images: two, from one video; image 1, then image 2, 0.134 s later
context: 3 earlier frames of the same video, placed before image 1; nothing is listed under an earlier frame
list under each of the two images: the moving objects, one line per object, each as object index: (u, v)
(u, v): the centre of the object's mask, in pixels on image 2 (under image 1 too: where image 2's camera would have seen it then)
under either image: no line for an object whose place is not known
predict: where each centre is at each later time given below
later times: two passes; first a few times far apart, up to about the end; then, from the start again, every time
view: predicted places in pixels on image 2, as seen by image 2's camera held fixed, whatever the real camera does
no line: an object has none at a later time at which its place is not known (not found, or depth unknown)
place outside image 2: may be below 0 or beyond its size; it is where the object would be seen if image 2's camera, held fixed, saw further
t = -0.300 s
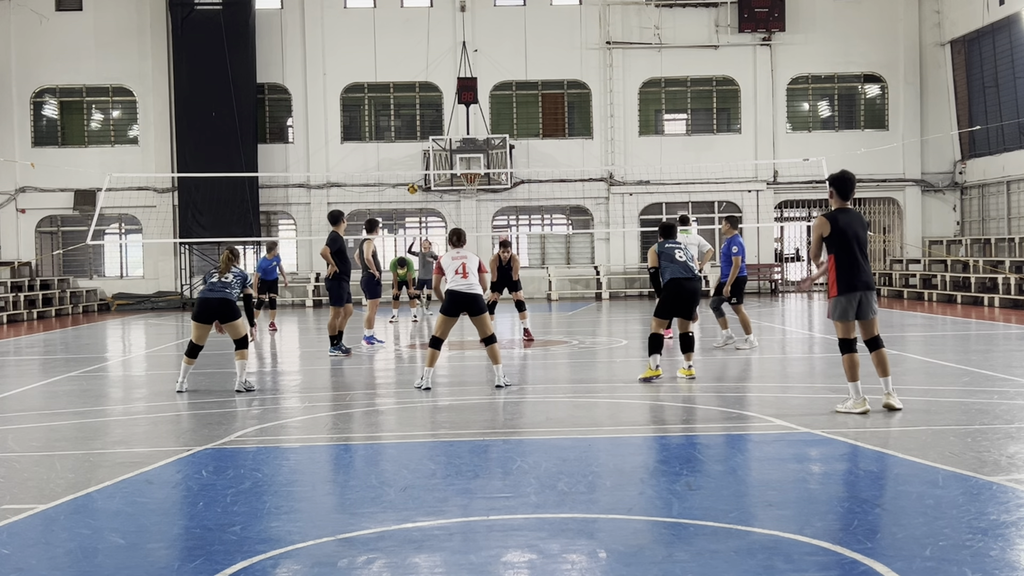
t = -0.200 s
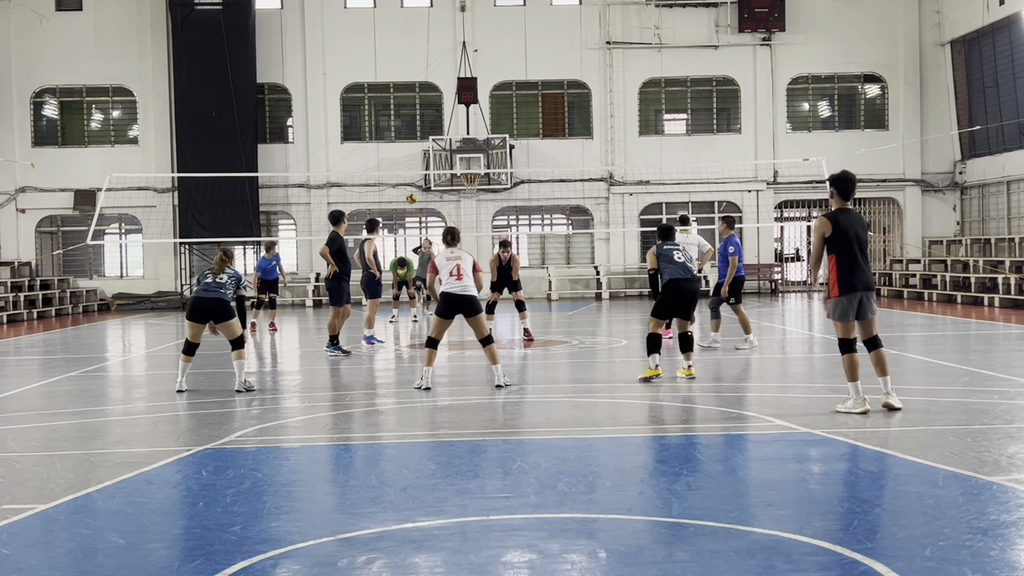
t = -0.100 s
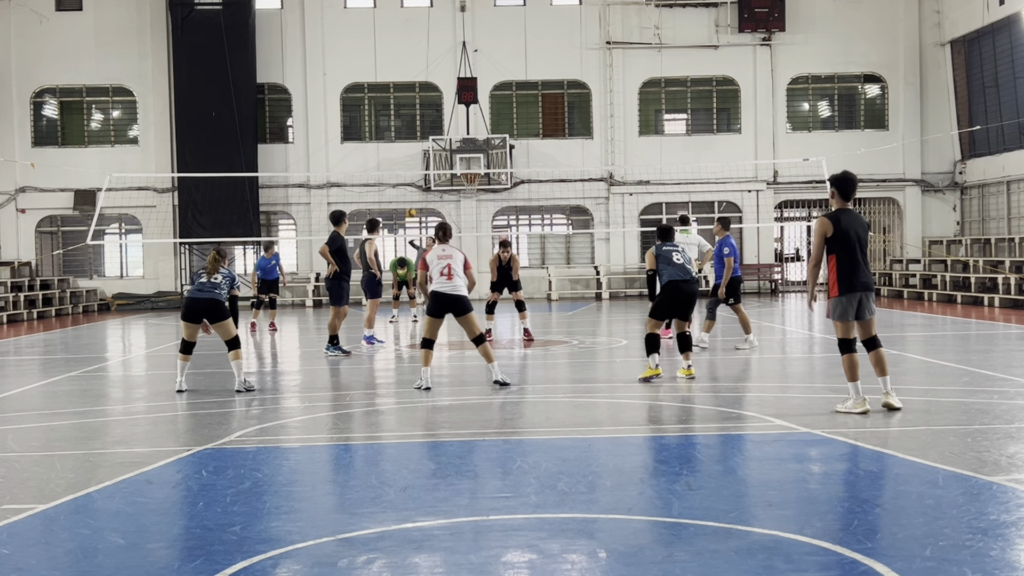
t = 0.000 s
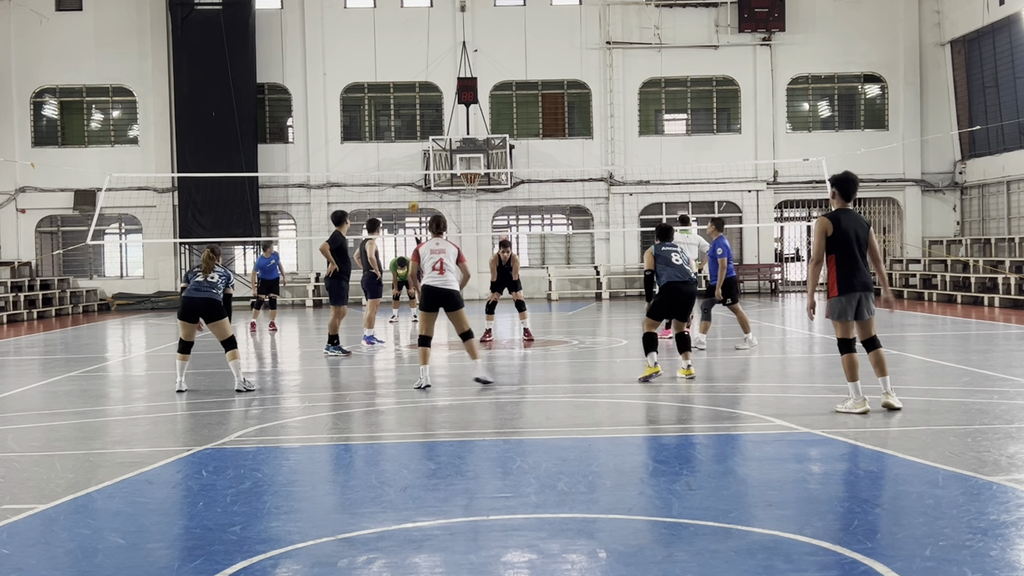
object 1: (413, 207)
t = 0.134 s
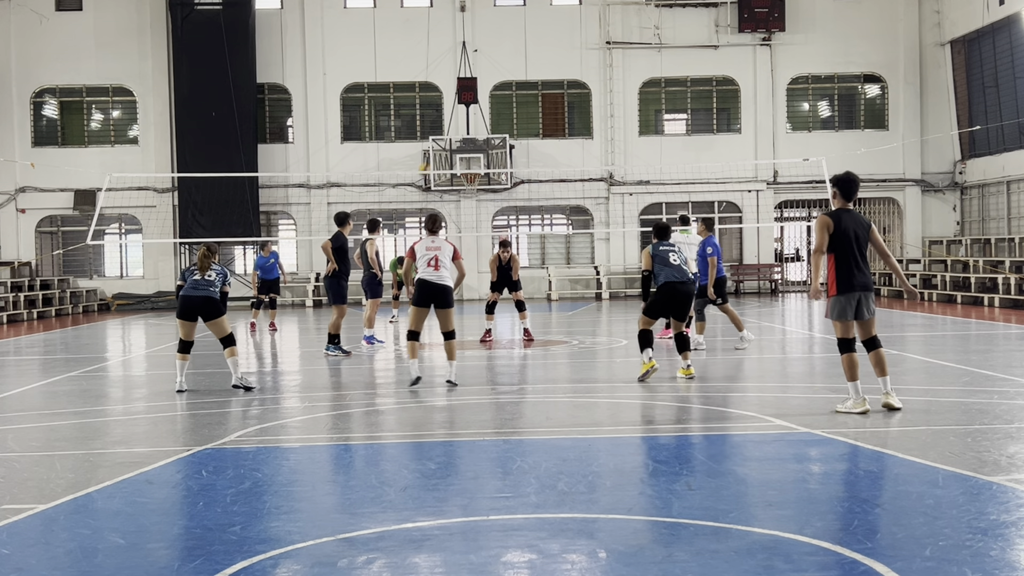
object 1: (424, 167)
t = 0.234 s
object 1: (434, 146)
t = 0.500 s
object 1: (468, 97)
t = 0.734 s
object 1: (511, 84)
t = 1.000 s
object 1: (578, 118)
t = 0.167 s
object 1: (427, 161)
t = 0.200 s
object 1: (431, 154)
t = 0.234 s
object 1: (434, 146)
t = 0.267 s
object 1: (438, 138)
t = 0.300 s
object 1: (441, 131)
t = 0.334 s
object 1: (445, 125)
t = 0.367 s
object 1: (450, 118)
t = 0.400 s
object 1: (454, 112)
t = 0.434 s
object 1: (459, 106)
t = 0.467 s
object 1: (464, 101)
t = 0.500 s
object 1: (468, 97)
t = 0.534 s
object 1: (473, 94)
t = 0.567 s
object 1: (479, 90)
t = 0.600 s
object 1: (485, 88)
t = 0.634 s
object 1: (491, 86)
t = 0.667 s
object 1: (497, 85)
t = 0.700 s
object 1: (504, 85)
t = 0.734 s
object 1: (511, 84)
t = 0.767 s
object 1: (518, 85)
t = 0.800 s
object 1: (525, 87)
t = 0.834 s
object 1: (533, 89)
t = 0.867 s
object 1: (541, 93)
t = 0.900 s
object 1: (550, 98)
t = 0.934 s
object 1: (559, 104)
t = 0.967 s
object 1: (568, 110)
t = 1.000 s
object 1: (578, 118)
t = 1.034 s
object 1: (587, 127)
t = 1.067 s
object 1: (598, 137)
